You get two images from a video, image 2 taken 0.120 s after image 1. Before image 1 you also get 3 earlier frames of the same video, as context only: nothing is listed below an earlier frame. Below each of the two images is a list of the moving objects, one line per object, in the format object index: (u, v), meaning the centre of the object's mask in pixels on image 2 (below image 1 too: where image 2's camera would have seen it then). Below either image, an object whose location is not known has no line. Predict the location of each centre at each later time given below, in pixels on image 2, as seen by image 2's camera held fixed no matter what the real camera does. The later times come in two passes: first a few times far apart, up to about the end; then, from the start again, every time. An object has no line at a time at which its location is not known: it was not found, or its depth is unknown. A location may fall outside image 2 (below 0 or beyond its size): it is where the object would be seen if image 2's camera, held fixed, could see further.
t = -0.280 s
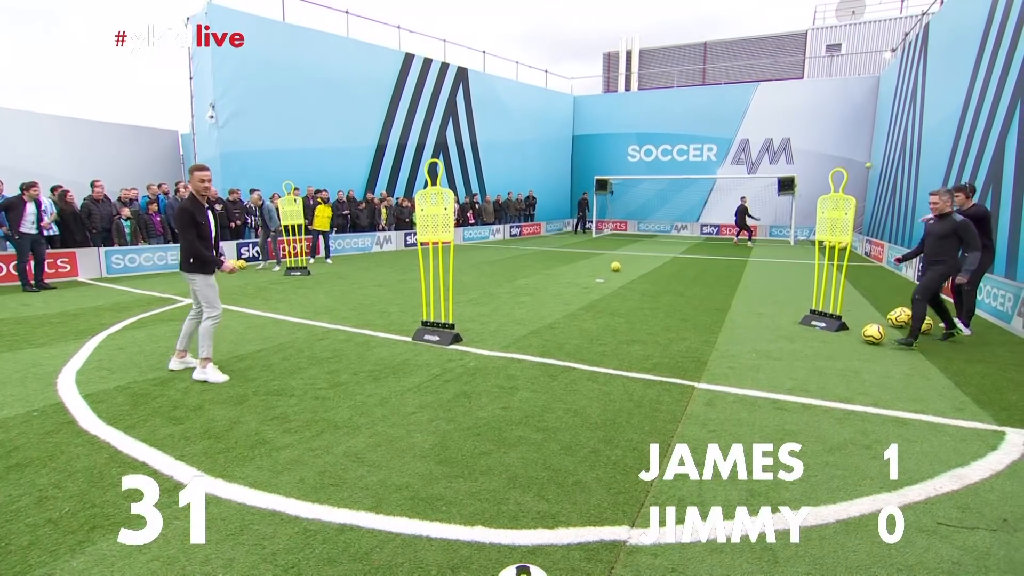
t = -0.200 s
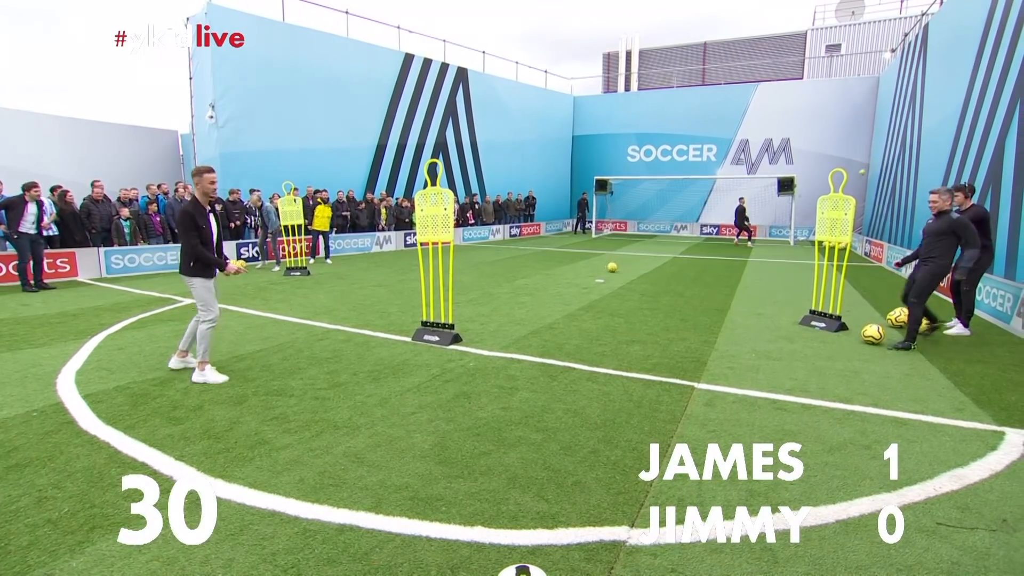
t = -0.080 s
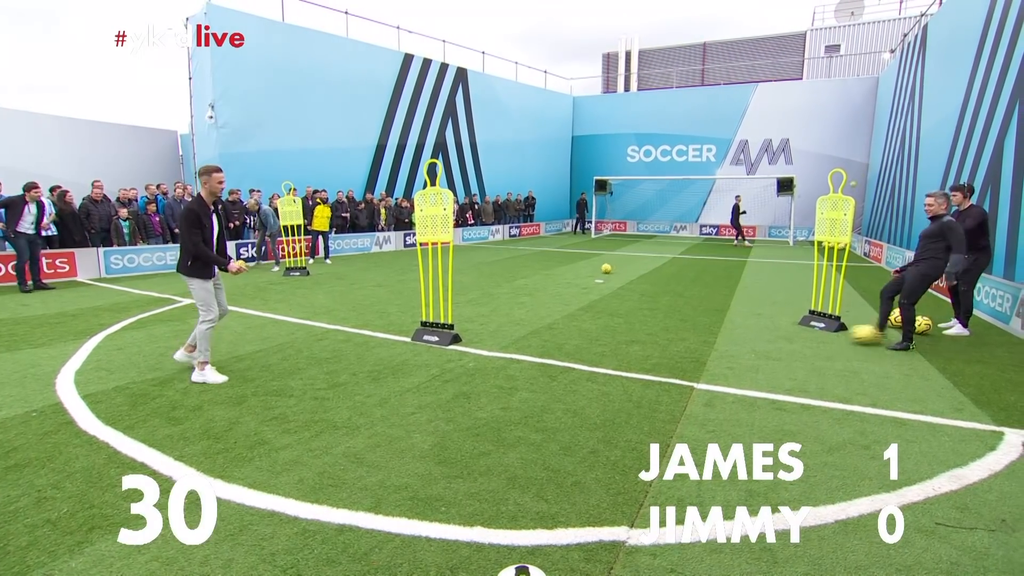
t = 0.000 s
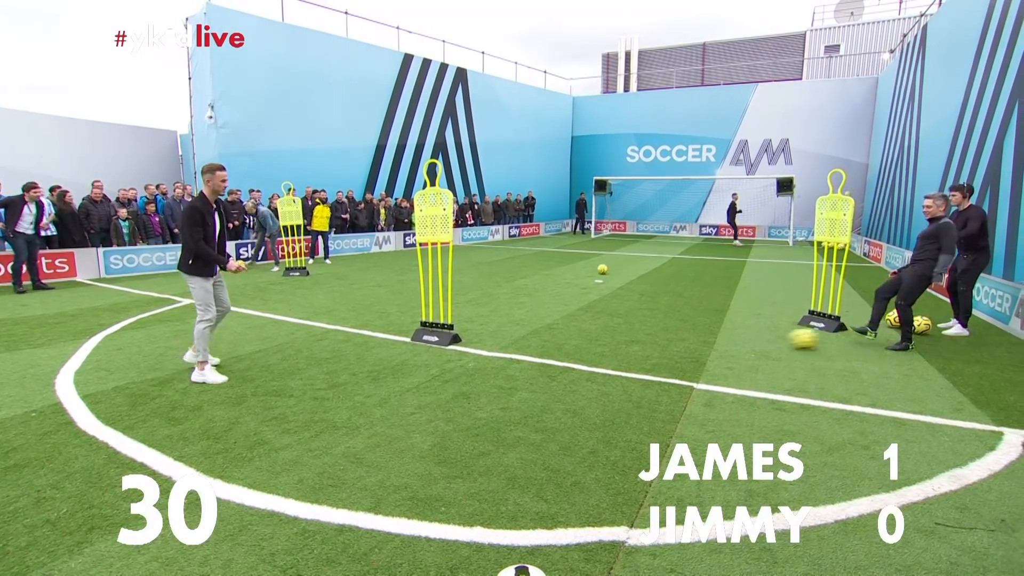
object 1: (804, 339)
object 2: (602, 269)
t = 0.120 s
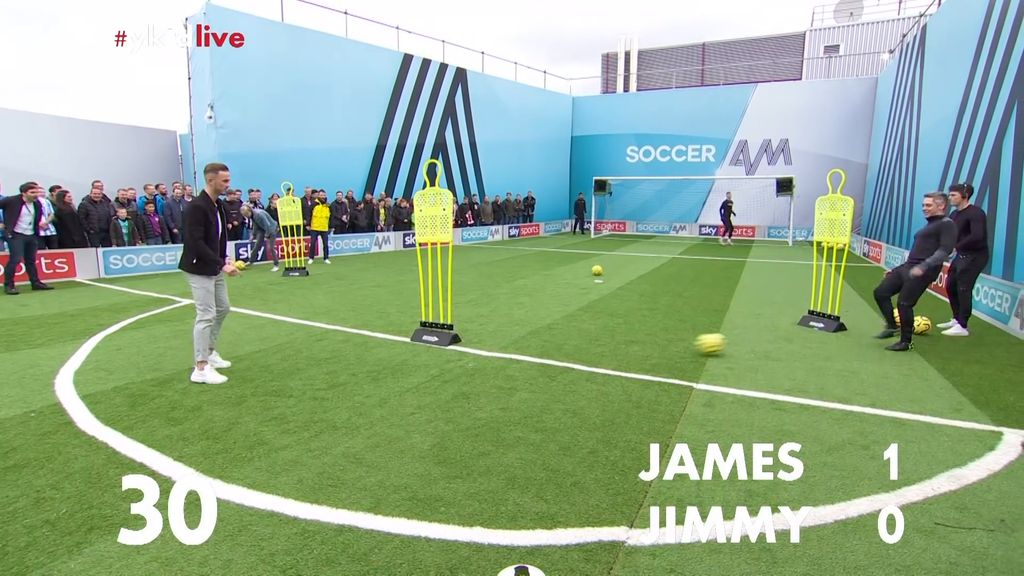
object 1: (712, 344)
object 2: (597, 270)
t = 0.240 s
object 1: (614, 349)
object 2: (592, 271)
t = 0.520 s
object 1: (376, 358)
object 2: (581, 273)
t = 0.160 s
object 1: (679, 346)
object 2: (595, 270)
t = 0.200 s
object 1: (646, 348)
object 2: (594, 271)
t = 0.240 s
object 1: (614, 349)
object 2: (592, 271)
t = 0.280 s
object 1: (580, 349)
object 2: (590, 271)
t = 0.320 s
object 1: (547, 349)
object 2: (589, 271)
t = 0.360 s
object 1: (512, 353)
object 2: (587, 272)
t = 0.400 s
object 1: (477, 355)
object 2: (585, 272)
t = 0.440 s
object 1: (442, 356)
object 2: (584, 272)
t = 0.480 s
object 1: (409, 357)
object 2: (582, 273)
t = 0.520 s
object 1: (376, 358)
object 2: (581, 273)
